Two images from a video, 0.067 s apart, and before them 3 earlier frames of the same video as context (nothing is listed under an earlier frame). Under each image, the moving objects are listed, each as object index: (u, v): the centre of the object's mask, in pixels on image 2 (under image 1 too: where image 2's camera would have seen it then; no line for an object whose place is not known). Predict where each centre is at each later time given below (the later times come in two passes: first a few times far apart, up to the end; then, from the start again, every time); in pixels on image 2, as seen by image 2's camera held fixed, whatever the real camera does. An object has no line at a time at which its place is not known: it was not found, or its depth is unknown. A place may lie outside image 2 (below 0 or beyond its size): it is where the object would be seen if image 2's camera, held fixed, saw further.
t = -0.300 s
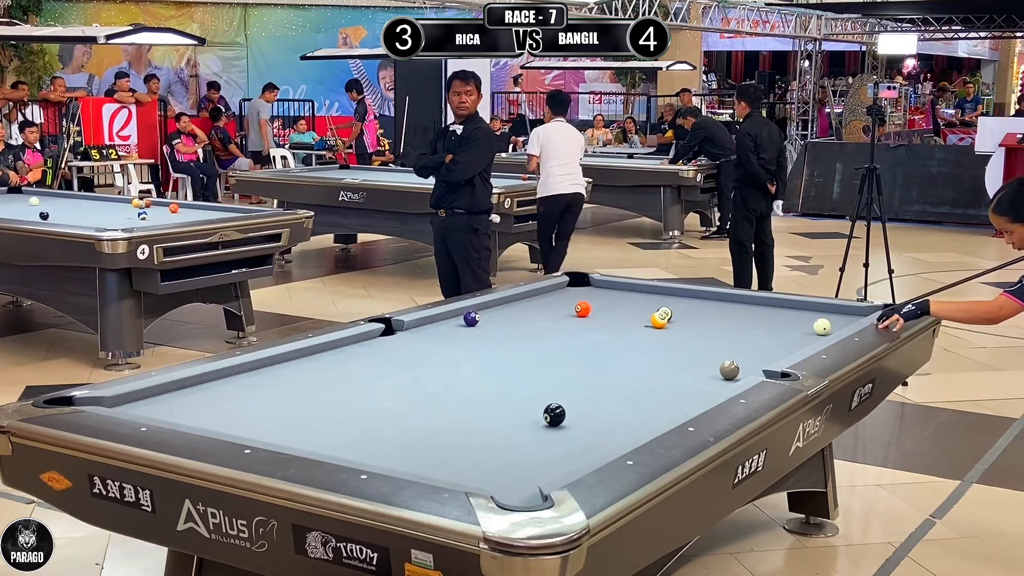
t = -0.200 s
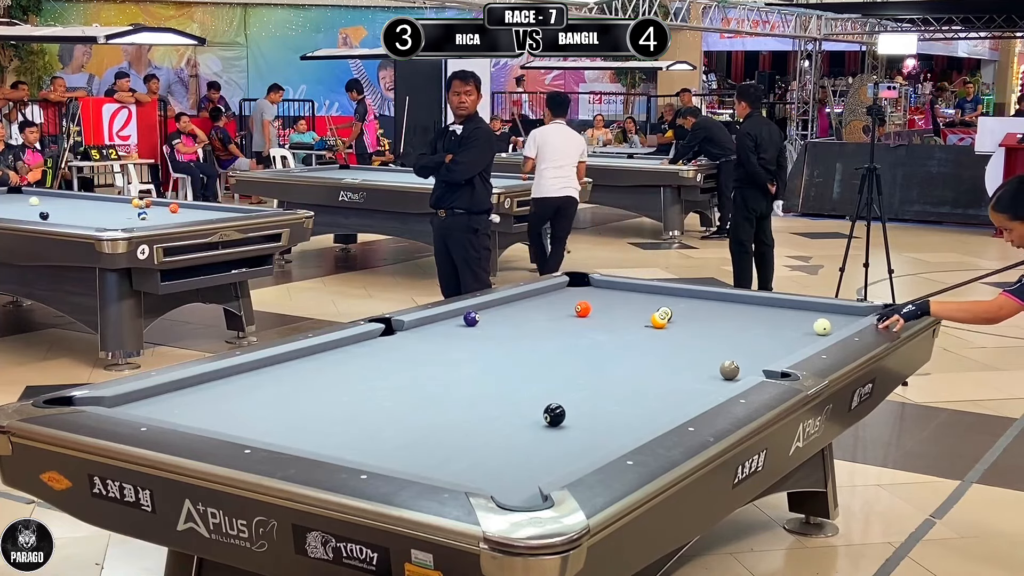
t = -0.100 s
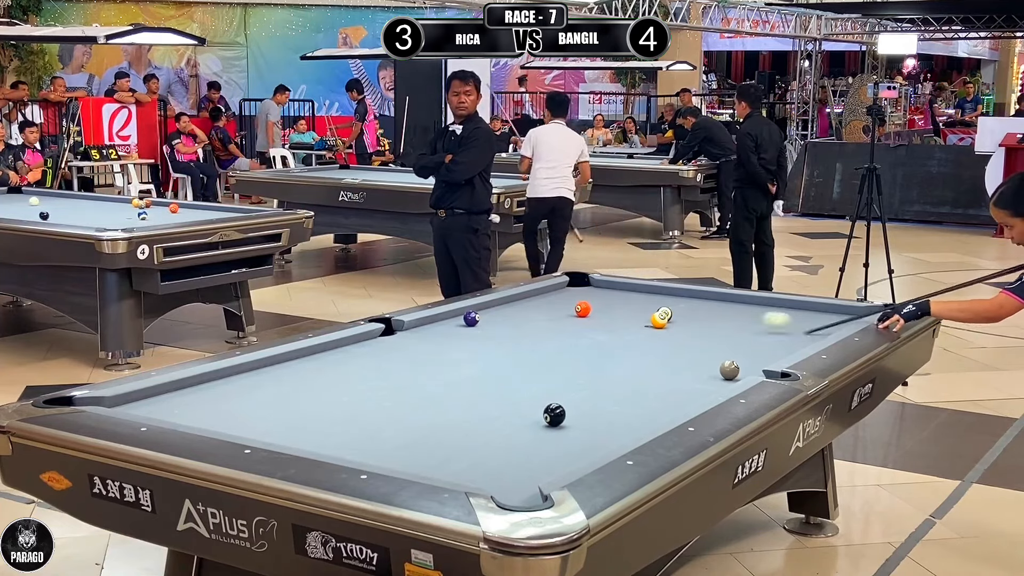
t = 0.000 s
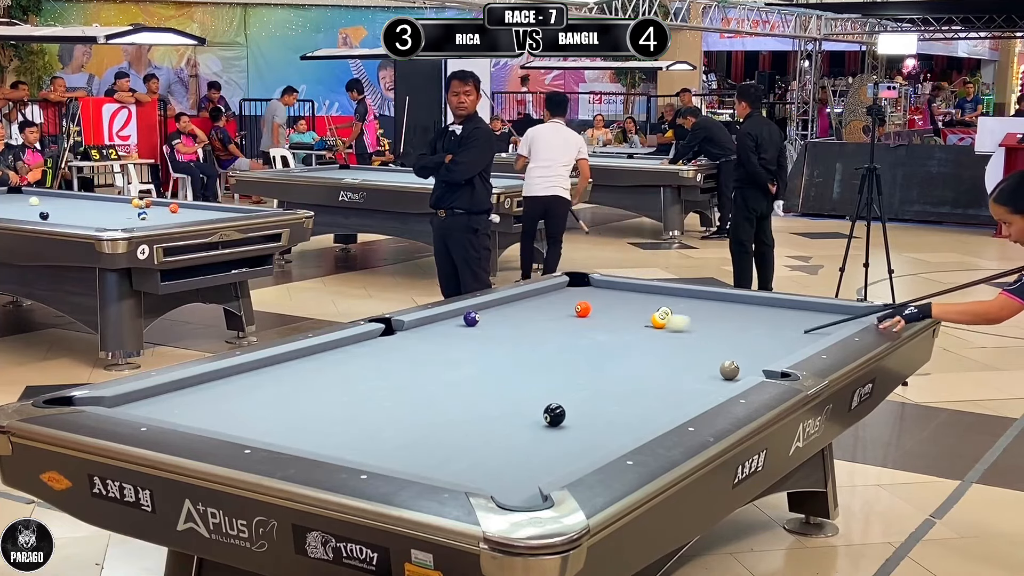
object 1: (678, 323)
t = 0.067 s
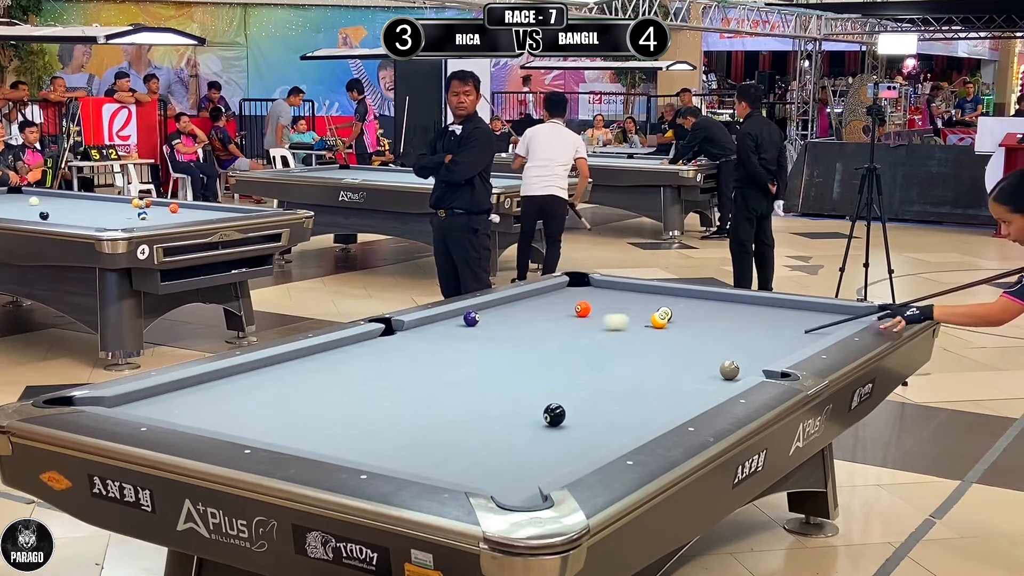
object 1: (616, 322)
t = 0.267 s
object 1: (474, 323)
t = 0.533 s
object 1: (431, 336)
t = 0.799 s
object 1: (387, 350)
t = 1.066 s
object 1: (339, 364)
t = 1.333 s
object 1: (287, 381)
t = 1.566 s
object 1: (237, 397)
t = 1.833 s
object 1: (177, 414)
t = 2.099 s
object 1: (205, 415)
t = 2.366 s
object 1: (257, 411)
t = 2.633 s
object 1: (303, 406)
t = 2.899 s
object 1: (346, 403)
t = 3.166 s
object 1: (386, 399)
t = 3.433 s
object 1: (423, 396)
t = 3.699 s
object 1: (456, 393)
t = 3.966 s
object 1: (488, 390)
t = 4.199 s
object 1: (512, 388)
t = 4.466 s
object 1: (539, 387)
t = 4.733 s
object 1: (563, 385)
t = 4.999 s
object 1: (585, 384)
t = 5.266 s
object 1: (604, 383)
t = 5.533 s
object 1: (622, 381)
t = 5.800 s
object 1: (636, 380)
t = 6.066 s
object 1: (650, 380)
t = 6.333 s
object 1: (661, 380)
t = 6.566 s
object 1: (668, 379)
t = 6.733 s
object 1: (673, 379)
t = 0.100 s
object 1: (586, 321)
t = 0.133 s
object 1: (557, 321)
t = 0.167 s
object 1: (528, 321)
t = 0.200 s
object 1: (500, 320)
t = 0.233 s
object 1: (481, 321)
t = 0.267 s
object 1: (474, 323)
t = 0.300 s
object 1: (468, 324)
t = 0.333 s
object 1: (462, 326)
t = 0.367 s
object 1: (456, 328)
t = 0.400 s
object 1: (451, 329)
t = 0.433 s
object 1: (446, 331)
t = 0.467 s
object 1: (441, 333)
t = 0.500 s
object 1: (436, 334)
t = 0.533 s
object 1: (431, 336)
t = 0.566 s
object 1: (426, 337)
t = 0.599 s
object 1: (420, 339)
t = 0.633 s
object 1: (415, 341)
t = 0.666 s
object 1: (410, 342)
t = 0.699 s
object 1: (404, 344)
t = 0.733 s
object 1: (398, 346)
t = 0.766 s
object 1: (393, 348)
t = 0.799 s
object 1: (387, 350)
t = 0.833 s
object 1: (381, 352)
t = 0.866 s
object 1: (376, 353)
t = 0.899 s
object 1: (370, 355)
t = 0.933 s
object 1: (364, 357)
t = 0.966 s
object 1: (358, 359)
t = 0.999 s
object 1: (352, 361)
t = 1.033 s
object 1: (345, 362)
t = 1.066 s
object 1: (339, 364)
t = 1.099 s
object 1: (333, 366)
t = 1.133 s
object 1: (327, 368)
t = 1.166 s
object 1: (321, 370)
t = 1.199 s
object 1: (314, 372)
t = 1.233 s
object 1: (307, 374)
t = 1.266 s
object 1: (300, 377)
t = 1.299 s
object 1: (294, 379)
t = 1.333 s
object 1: (287, 381)
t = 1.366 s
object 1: (280, 383)
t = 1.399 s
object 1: (273, 385)
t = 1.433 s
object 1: (266, 388)
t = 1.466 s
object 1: (259, 390)
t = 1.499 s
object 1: (252, 392)
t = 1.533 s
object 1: (244, 394)
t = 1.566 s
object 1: (237, 397)
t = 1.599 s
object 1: (230, 399)
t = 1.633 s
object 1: (222, 401)
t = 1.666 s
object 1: (215, 404)
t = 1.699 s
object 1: (207, 406)
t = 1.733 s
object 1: (199, 409)
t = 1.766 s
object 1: (191, 412)
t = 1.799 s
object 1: (183, 413)
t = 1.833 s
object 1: (177, 414)
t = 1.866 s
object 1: (168, 415)
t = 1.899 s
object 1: (165, 415)
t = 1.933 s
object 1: (173, 416)
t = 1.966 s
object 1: (180, 416)
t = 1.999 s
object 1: (187, 415)
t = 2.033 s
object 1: (193, 415)
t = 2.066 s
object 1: (199, 416)
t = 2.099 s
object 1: (205, 415)
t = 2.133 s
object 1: (212, 415)
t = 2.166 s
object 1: (219, 414)
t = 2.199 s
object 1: (225, 414)
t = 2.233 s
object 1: (232, 413)
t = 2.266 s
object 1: (238, 412)
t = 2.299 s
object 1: (245, 412)
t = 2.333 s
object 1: (250, 411)
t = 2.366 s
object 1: (257, 411)
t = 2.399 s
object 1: (263, 410)
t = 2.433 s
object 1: (269, 410)
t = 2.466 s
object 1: (275, 409)
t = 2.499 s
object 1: (281, 409)
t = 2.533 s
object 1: (287, 408)
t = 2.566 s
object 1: (293, 408)
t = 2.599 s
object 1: (298, 407)
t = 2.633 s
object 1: (303, 406)
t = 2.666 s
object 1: (309, 406)
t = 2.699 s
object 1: (315, 405)
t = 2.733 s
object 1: (320, 405)
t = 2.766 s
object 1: (325, 404)
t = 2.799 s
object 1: (331, 404)
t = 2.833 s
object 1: (336, 404)
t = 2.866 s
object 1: (341, 403)
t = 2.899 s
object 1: (346, 403)
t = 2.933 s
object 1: (352, 402)
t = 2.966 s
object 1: (357, 401)
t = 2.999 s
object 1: (362, 401)
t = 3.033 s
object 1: (367, 401)
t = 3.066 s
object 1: (372, 400)
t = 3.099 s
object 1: (377, 400)
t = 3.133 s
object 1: (381, 400)
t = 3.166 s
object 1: (386, 399)
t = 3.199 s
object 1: (391, 399)
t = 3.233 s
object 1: (396, 398)
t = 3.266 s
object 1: (400, 398)
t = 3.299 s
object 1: (405, 398)
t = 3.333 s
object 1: (409, 397)
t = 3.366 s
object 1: (414, 396)
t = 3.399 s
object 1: (419, 396)
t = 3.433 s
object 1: (423, 396)
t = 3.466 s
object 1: (428, 395)
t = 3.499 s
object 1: (432, 395)
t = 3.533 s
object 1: (436, 394)
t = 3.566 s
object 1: (440, 394)
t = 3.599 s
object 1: (444, 394)
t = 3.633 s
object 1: (448, 393)
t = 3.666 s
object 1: (452, 393)
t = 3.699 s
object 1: (456, 393)
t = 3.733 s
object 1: (460, 392)
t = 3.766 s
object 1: (464, 392)
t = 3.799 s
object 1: (468, 392)
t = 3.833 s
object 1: (472, 392)
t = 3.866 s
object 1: (476, 391)
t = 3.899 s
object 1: (480, 391)
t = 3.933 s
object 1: (484, 391)
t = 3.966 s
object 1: (488, 390)
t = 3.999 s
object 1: (491, 390)
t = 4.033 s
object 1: (495, 390)
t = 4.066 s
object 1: (498, 390)
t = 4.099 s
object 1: (502, 389)
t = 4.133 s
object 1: (506, 389)
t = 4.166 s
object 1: (509, 389)
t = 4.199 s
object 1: (512, 388)
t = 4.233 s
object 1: (516, 388)
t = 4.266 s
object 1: (519, 388)
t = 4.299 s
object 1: (523, 388)
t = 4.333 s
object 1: (526, 387)
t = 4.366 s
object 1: (529, 387)
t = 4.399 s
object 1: (532, 387)
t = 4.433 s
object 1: (535, 387)
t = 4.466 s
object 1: (539, 387)
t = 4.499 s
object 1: (542, 386)
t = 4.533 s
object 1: (545, 386)
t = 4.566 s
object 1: (548, 386)
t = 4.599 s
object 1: (551, 386)
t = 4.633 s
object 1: (554, 386)
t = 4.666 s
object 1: (557, 385)
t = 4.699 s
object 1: (560, 385)
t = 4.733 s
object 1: (563, 385)
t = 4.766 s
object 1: (565, 385)
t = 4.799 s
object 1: (568, 384)
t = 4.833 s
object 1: (571, 384)
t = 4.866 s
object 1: (574, 384)
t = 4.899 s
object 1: (577, 384)
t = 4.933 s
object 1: (580, 384)
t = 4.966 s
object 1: (582, 384)
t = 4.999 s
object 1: (585, 384)
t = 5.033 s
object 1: (587, 384)
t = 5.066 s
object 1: (590, 383)
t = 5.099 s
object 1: (593, 383)
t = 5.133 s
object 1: (595, 383)
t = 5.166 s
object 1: (597, 383)
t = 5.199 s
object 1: (599, 383)
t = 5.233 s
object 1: (602, 383)
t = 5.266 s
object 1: (604, 383)
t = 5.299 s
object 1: (607, 382)
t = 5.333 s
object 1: (609, 382)
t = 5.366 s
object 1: (611, 382)
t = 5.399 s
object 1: (613, 382)
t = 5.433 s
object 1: (615, 382)
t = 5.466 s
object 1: (617, 382)
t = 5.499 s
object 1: (620, 381)
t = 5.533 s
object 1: (622, 381)
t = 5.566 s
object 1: (623, 381)
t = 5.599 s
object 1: (625, 381)
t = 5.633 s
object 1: (627, 381)
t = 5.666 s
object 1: (629, 381)
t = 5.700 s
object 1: (631, 381)
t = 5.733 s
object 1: (633, 381)
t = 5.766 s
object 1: (635, 381)
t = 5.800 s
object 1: (636, 380)
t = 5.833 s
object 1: (638, 380)
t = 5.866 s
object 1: (640, 380)
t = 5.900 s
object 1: (642, 380)
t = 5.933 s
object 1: (643, 380)
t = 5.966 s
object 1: (645, 380)
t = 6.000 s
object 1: (646, 380)
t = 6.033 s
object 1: (648, 380)
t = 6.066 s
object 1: (650, 380)
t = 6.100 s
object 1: (651, 380)
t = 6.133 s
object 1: (652, 380)
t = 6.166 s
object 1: (654, 380)
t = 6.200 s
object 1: (656, 380)
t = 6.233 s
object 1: (657, 380)
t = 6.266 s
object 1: (658, 380)
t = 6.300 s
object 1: (659, 380)
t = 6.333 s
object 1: (661, 380)
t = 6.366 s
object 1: (662, 379)
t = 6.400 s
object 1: (663, 379)
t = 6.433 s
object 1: (664, 379)
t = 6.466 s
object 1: (665, 379)
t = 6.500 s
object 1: (666, 379)
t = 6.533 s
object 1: (668, 379)
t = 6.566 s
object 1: (668, 379)
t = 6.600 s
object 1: (669, 379)
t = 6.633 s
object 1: (671, 379)
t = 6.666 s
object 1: (671, 379)
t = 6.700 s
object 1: (672, 379)
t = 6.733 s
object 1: (673, 379)
